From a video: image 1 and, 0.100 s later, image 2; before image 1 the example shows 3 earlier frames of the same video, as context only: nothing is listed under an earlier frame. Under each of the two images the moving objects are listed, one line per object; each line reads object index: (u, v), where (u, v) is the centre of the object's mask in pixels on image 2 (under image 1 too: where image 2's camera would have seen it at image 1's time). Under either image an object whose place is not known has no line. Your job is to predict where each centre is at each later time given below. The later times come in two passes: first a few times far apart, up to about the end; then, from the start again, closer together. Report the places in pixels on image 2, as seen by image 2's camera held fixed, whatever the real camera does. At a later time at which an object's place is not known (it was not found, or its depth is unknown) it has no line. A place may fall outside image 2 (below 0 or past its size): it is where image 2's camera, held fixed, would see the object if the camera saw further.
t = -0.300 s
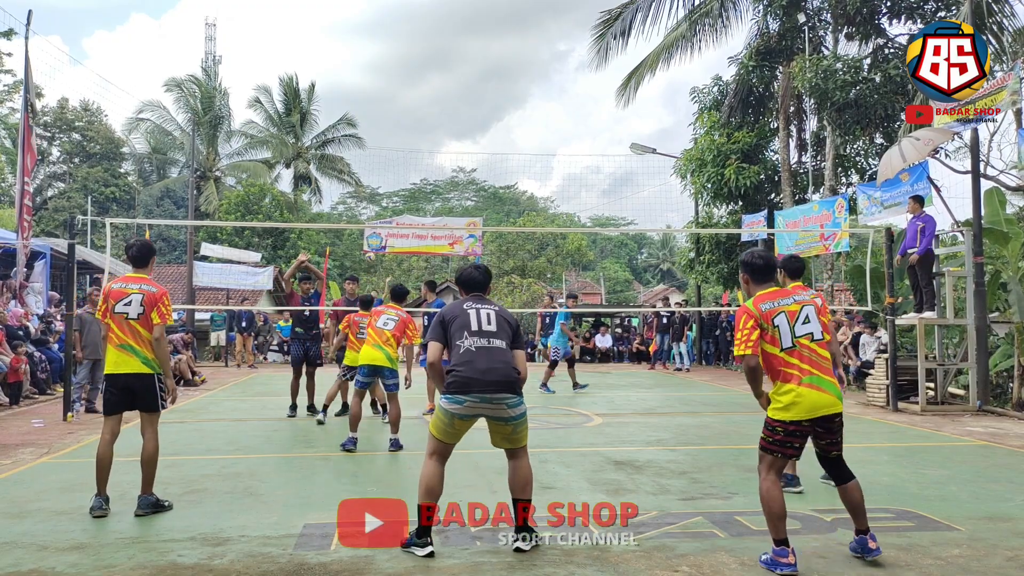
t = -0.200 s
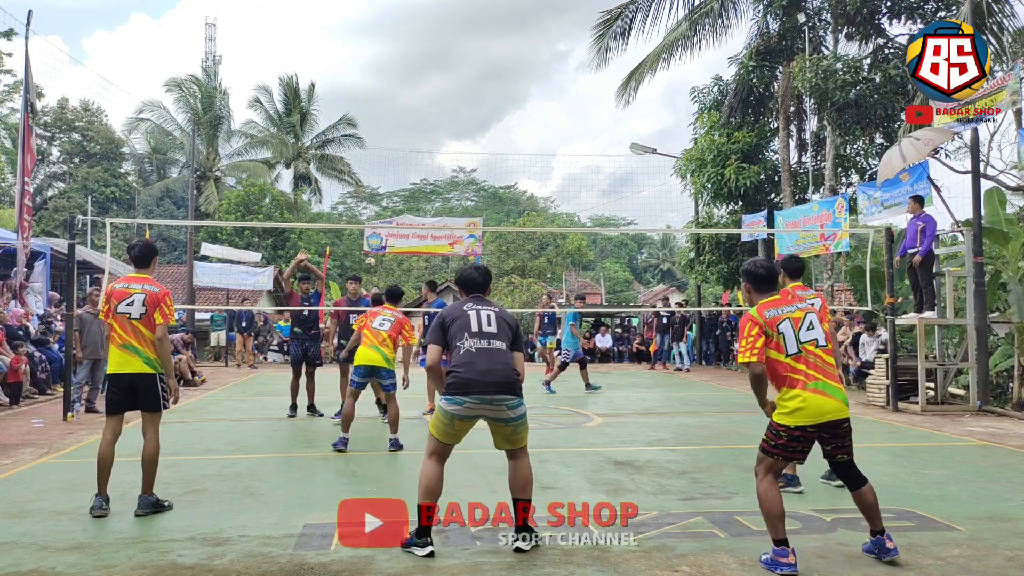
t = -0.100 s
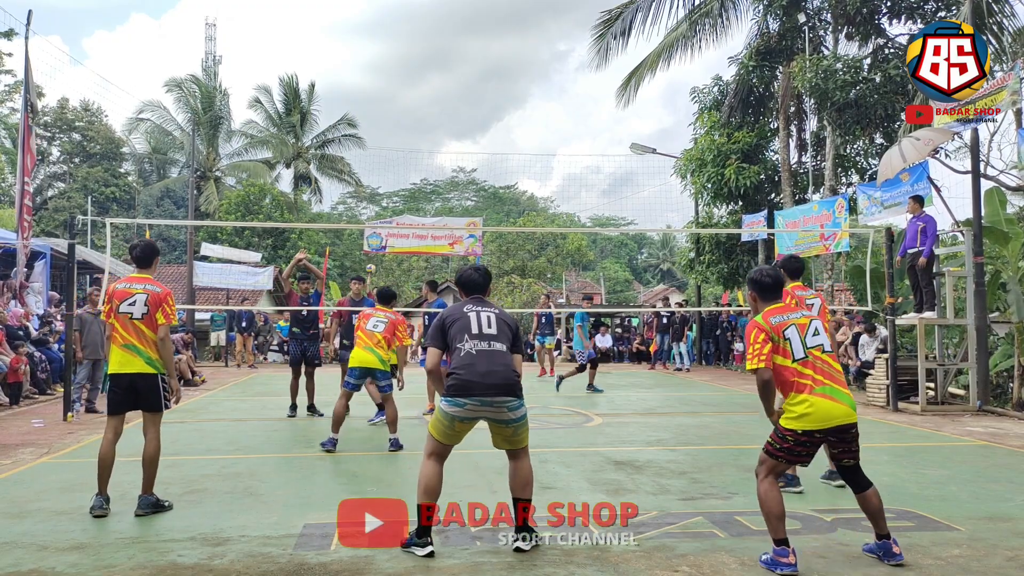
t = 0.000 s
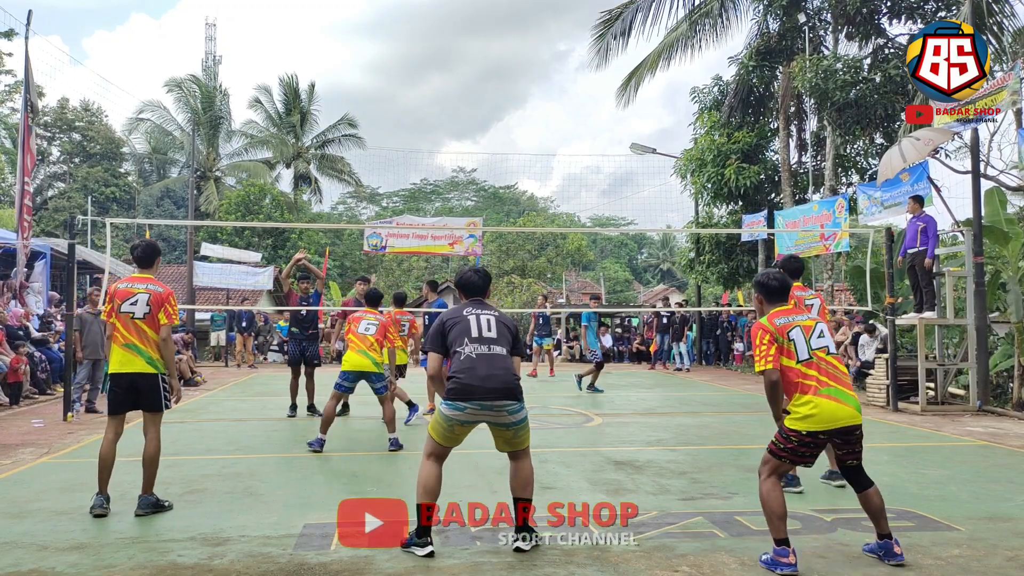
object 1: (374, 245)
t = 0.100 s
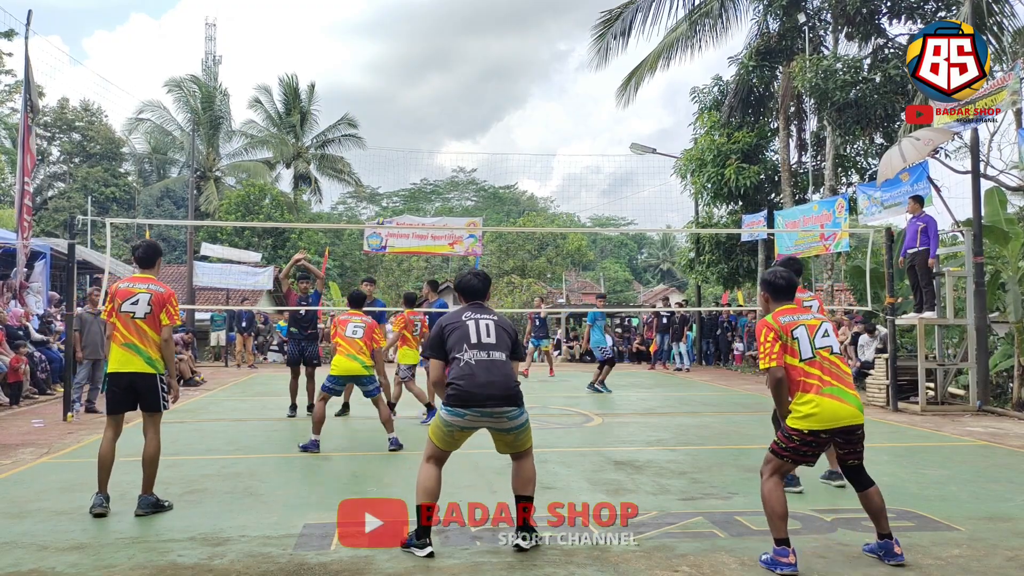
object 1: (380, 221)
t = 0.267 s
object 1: (391, 189)
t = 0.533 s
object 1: (417, 148)
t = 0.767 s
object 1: (457, 144)
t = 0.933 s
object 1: (497, 179)
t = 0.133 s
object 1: (382, 216)
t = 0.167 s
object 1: (384, 208)
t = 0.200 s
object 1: (386, 201)
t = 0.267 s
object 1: (391, 189)
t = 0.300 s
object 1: (394, 183)
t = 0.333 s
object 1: (396, 177)
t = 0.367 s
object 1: (399, 171)
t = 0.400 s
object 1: (402, 166)
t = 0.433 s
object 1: (406, 161)
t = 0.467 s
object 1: (409, 156)
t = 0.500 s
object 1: (413, 152)
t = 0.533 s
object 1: (417, 148)
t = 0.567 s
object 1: (422, 145)
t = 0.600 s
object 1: (427, 143)
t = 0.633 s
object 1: (432, 141)
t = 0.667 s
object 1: (438, 140)
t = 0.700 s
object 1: (444, 141)
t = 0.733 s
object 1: (450, 142)
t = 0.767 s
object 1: (457, 144)
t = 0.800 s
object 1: (464, 148)
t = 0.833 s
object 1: (471, 153)
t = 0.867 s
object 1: (479, 160)
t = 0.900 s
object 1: (488, 168)
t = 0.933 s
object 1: (497, 179)
